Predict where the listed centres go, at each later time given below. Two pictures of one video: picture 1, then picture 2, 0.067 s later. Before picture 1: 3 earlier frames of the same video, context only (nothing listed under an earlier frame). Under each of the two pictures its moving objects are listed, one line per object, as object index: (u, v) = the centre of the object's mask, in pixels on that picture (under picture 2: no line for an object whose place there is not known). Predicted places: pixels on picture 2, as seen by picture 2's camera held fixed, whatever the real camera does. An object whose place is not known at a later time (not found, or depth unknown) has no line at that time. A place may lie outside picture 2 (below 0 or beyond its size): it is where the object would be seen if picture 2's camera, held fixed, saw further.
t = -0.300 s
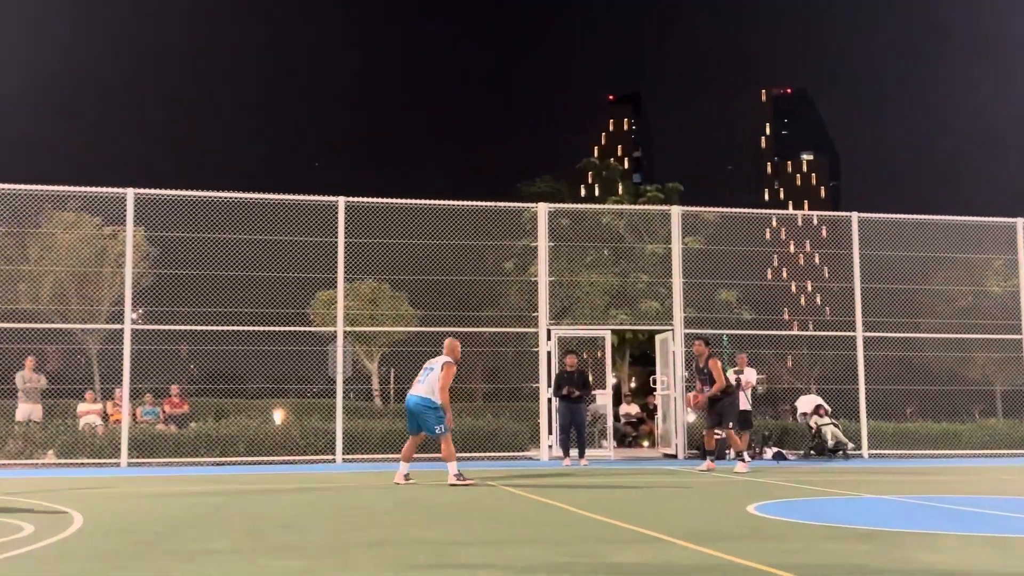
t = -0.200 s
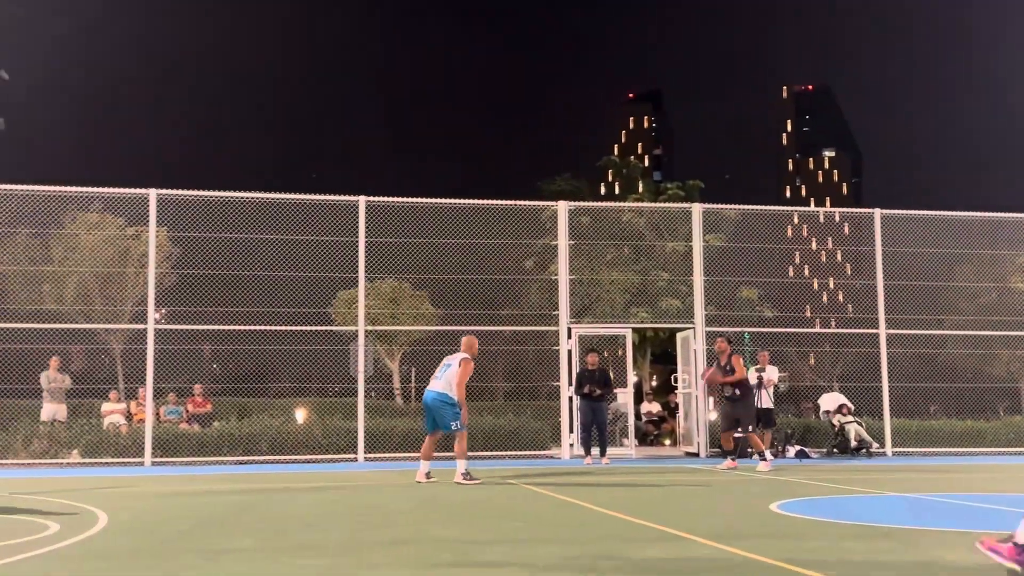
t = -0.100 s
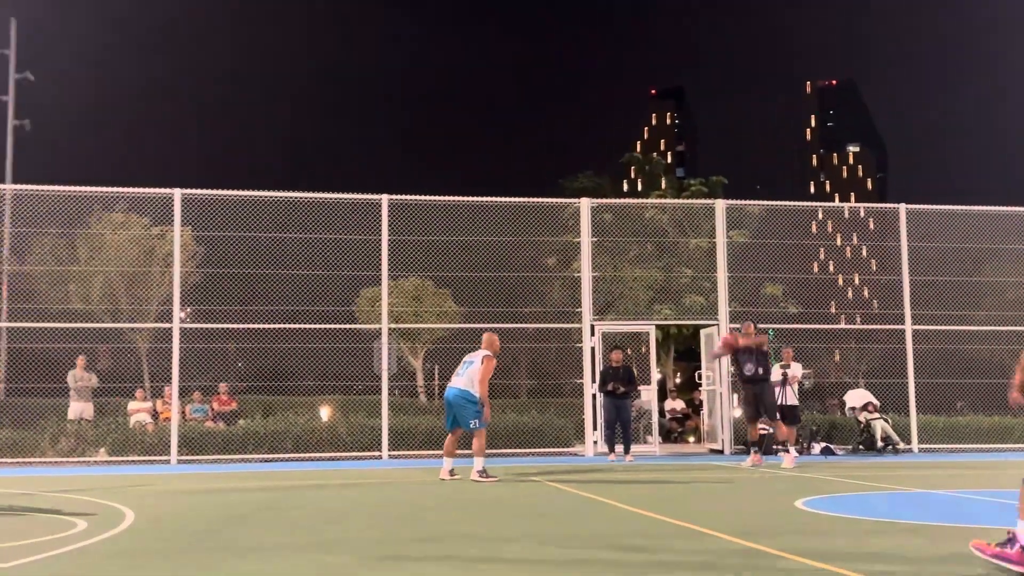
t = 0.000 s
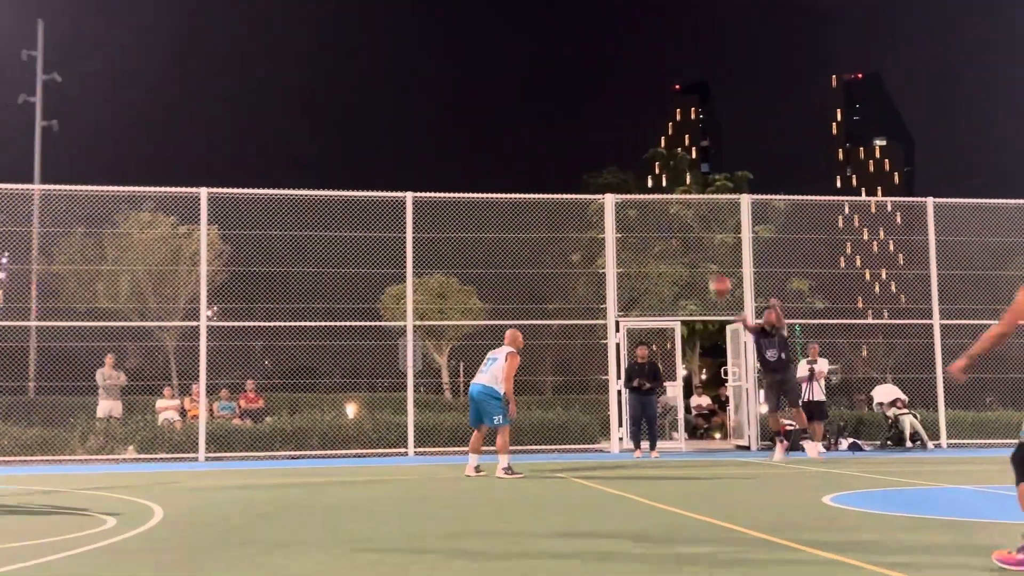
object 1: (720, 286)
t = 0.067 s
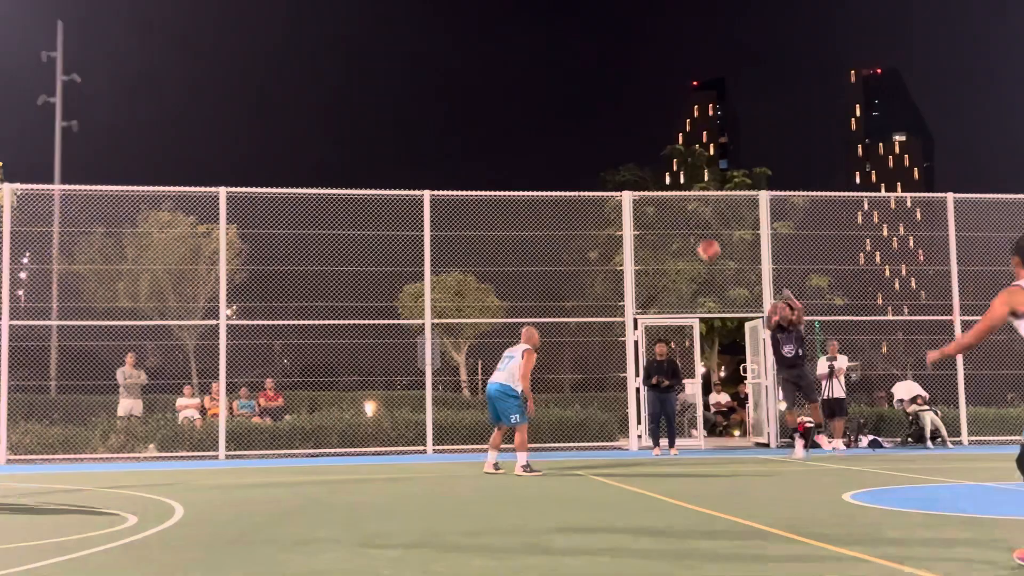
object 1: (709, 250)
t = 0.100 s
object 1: (694, 234)
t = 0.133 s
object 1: (677, 219)
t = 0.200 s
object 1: (644, 190)
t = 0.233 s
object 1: (627, 177)
